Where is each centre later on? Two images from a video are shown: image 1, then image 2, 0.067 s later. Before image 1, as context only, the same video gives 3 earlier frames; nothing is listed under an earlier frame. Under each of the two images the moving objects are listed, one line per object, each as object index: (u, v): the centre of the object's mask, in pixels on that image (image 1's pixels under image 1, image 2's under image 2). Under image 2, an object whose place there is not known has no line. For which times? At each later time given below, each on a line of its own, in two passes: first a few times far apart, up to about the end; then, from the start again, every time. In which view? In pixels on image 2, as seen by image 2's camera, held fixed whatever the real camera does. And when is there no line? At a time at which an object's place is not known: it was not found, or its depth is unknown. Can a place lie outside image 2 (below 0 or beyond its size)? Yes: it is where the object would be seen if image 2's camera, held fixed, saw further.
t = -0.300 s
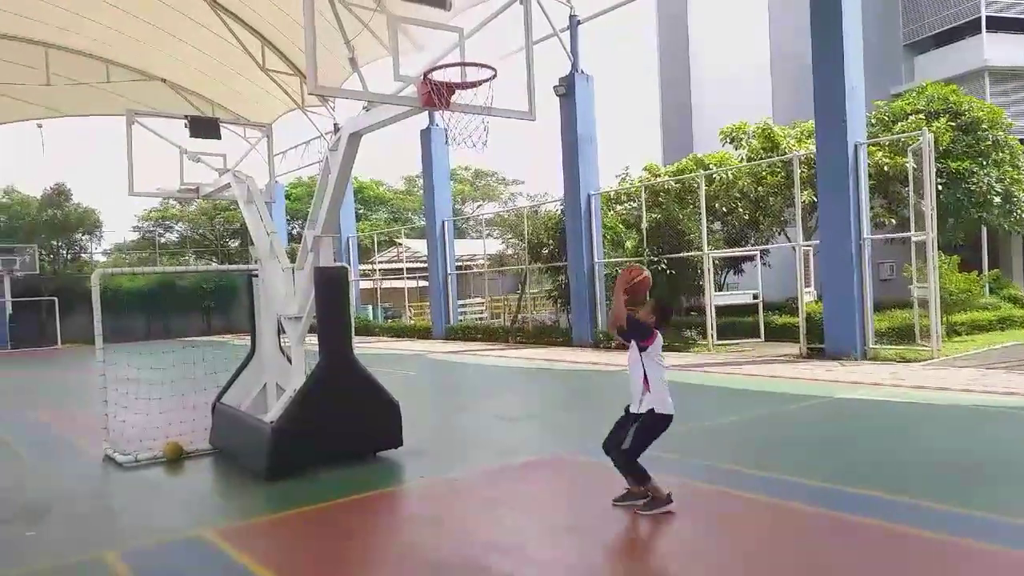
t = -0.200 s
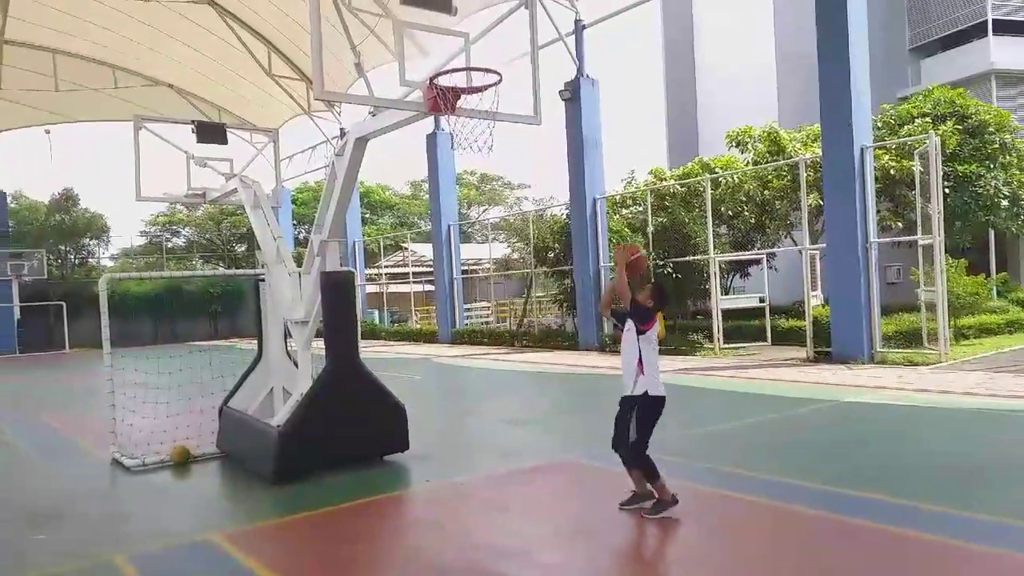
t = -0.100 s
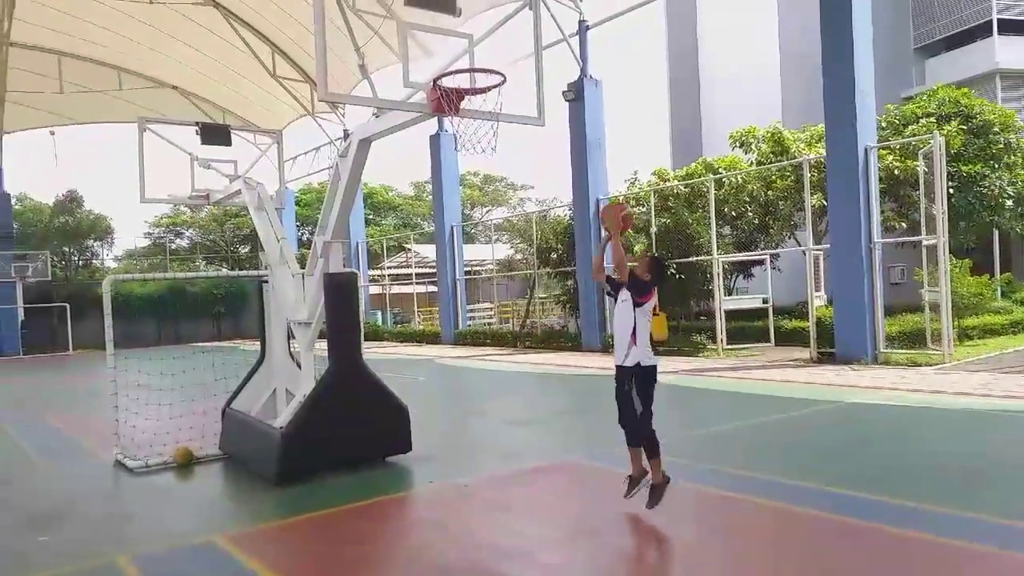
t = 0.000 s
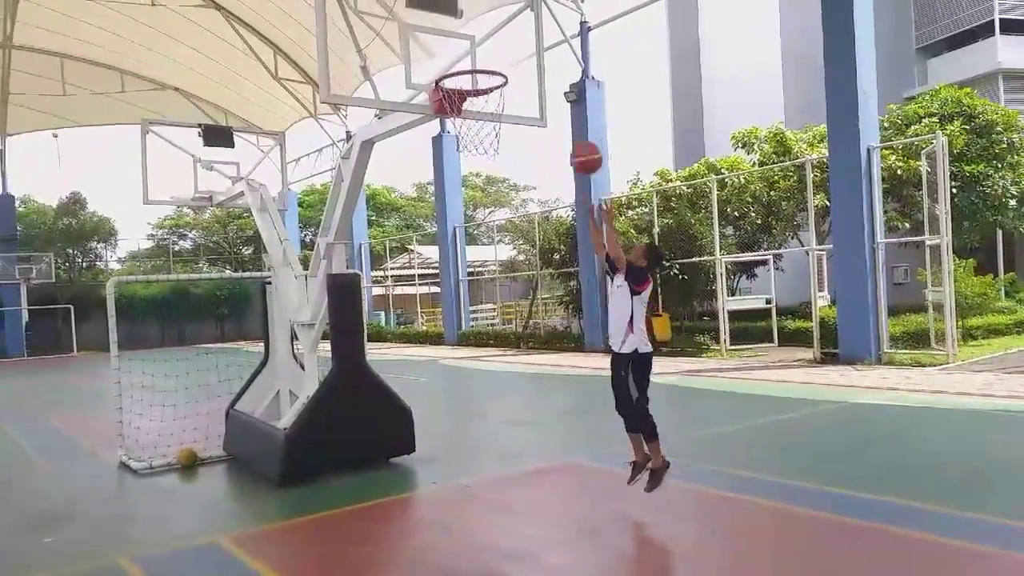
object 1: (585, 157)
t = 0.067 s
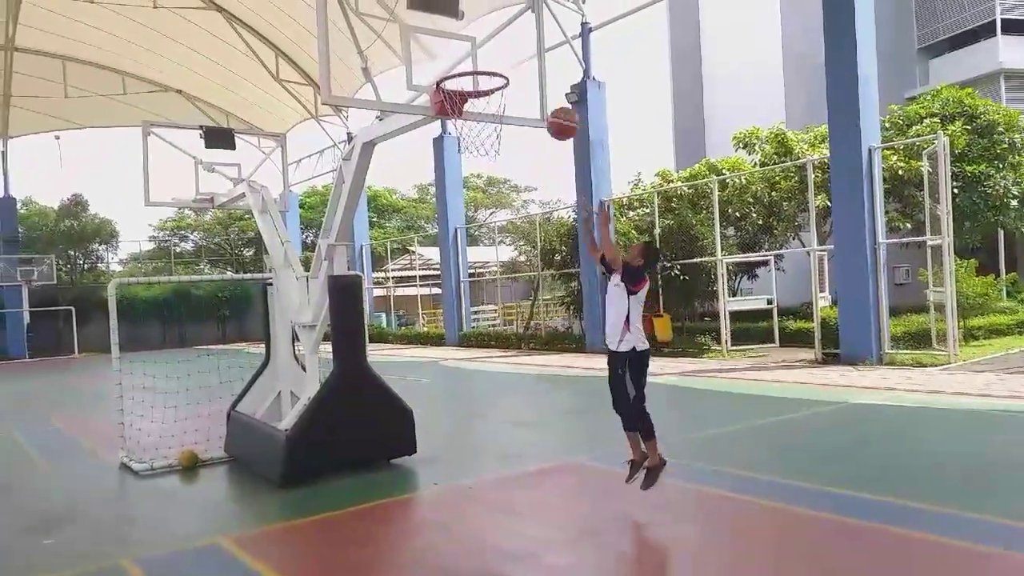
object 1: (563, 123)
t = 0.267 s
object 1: (491, 53)
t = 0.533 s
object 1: (474, 47)
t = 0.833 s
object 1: (465, 74)
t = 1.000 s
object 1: (486, 100)
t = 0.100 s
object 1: (551, 108)
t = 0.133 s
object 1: (538, 94)
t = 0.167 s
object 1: (526, 81)
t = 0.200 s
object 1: (514, 70)
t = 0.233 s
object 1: (503, 60)
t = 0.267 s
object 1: (491, 53)
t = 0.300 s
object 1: (485, 47)
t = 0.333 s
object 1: (482, 42)
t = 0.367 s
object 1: (481, 39)
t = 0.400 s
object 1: (479, 37)
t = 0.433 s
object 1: (478, 37)
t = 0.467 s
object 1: (476, 39)
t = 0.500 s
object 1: (475, 42)
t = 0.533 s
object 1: (474, 47)
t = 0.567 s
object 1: (473, 53)
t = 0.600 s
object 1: (471, 63)
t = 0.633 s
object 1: (472, 68)
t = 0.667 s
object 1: (473, 72)
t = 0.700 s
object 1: (475, 77)
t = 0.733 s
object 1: (475, 81)
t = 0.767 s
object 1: (472, 77)
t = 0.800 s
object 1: (469, 75)
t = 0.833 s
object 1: (465, 74)
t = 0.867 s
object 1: (467, 75)
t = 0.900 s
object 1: (473, 78)
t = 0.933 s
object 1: (478, 85)
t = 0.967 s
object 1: (482, 91)
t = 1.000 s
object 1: (486, 100)
